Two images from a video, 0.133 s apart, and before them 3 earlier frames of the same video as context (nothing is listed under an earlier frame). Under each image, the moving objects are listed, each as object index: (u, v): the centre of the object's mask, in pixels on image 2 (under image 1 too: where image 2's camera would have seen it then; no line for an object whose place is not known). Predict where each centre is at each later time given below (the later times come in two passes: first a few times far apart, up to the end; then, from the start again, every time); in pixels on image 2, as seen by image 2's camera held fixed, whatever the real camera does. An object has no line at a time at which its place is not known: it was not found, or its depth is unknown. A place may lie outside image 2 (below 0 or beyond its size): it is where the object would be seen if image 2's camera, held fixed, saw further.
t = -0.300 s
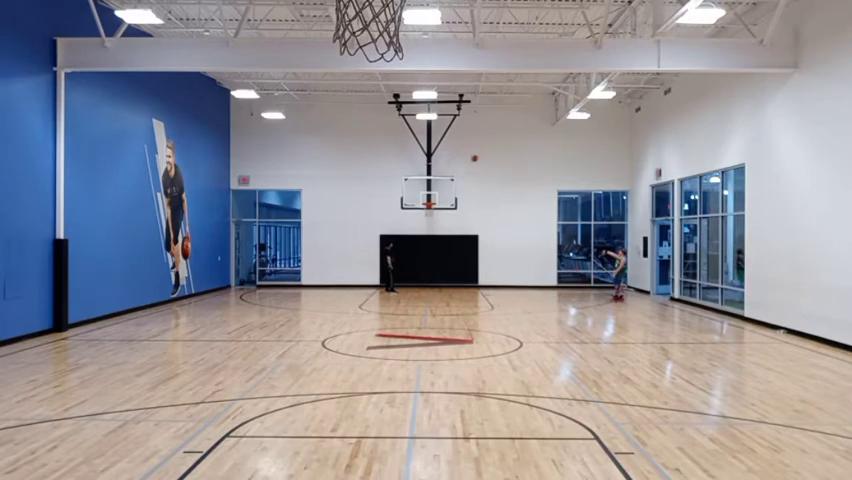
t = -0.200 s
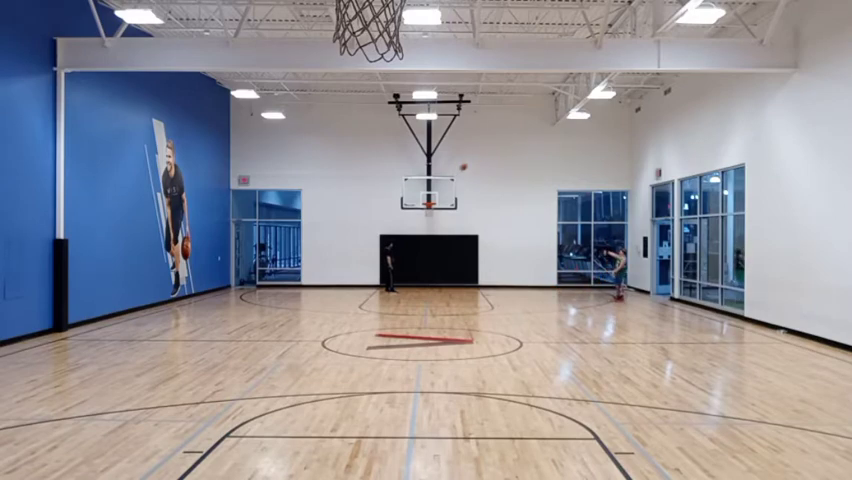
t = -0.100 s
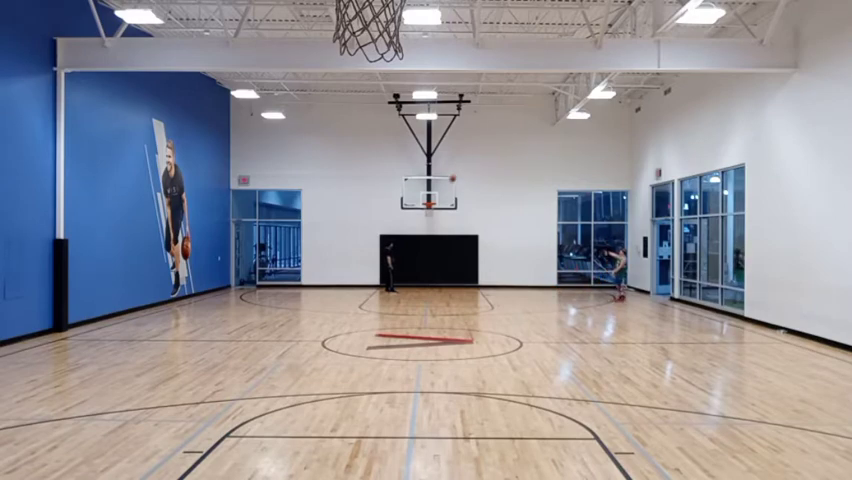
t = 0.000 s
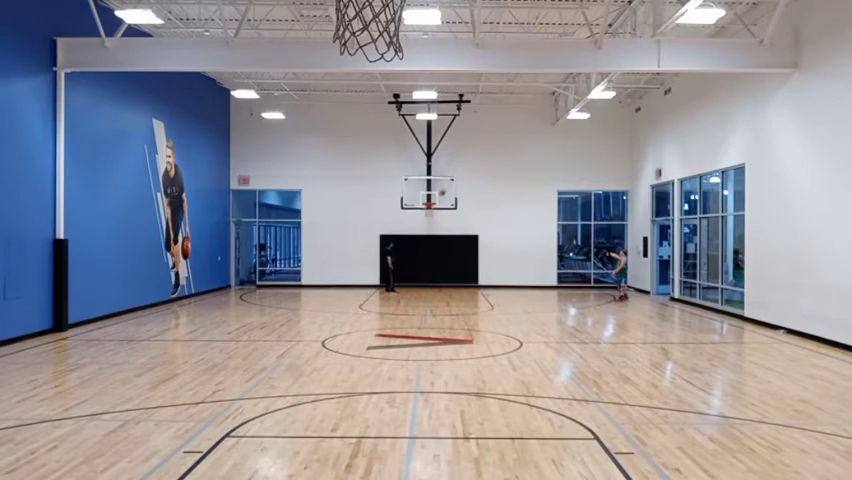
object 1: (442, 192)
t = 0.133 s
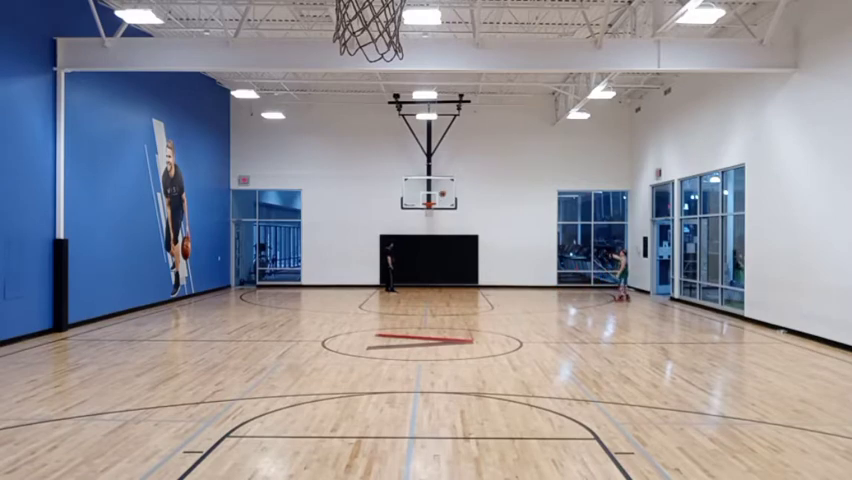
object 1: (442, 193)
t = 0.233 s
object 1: (448, 187)
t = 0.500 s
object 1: (464, 183)
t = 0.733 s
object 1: (477, 196)
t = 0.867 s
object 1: (485, 212)
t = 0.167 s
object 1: (444, 190)
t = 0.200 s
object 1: (446, 188)
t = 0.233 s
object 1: (448, 187)
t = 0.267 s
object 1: (450, 185)
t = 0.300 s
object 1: (452, 183)
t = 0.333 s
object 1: (454, 182)
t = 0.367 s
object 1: (455, 182)
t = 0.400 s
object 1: (457, 181)
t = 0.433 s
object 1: (459, 182)
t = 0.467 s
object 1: (462, 182)
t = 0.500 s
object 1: (464, 183)
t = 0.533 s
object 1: (466, 183)
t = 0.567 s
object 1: (468, 185)
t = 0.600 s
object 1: (470, 186)
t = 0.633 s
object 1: (472, 188)
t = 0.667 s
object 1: (474, 191)
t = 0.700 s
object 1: (475, 194)
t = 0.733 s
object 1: (477, 196)
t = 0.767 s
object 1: (479, 200)
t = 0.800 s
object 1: (481, 204)
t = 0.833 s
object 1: (483, 208)
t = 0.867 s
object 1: (485, 212)
